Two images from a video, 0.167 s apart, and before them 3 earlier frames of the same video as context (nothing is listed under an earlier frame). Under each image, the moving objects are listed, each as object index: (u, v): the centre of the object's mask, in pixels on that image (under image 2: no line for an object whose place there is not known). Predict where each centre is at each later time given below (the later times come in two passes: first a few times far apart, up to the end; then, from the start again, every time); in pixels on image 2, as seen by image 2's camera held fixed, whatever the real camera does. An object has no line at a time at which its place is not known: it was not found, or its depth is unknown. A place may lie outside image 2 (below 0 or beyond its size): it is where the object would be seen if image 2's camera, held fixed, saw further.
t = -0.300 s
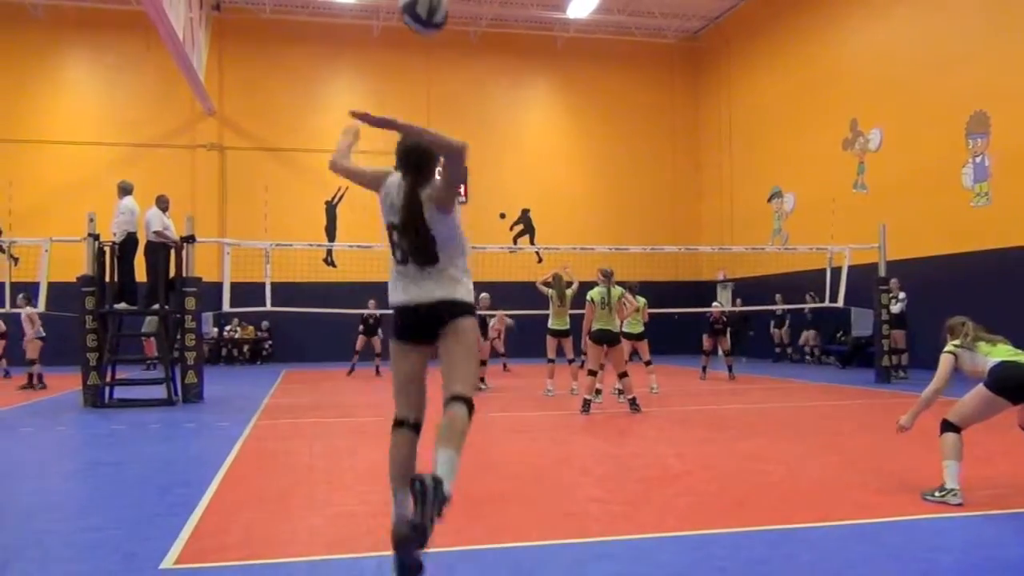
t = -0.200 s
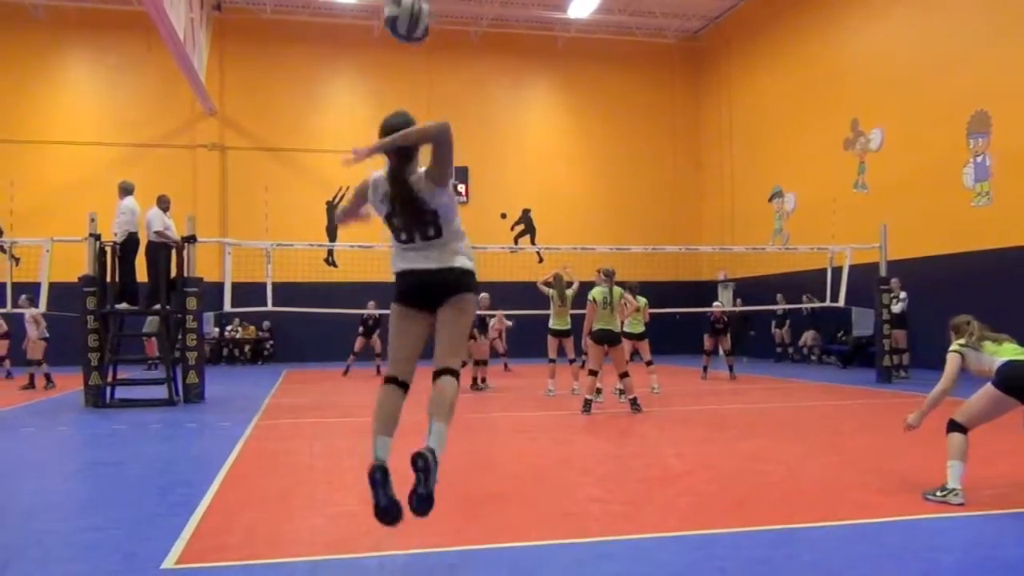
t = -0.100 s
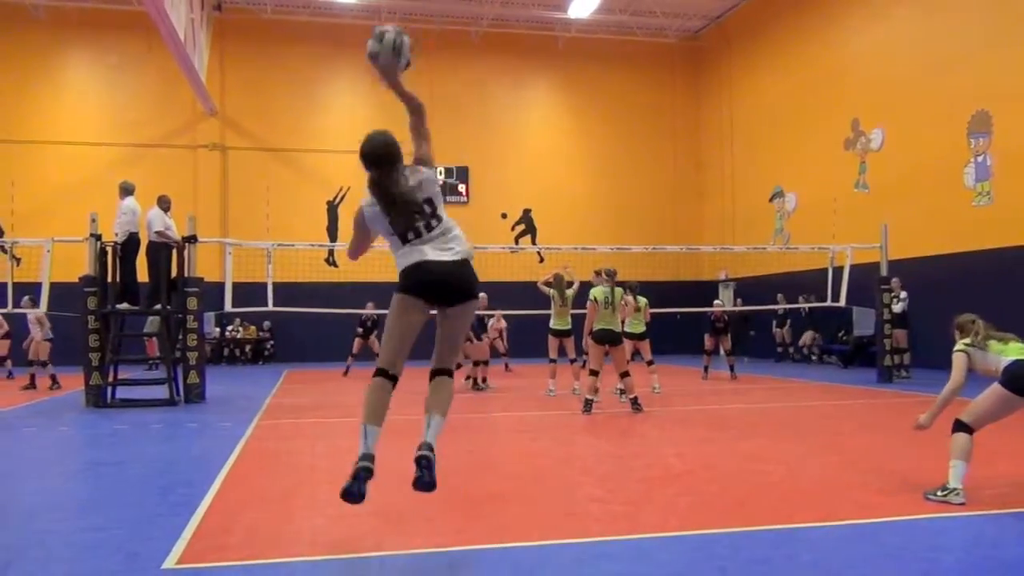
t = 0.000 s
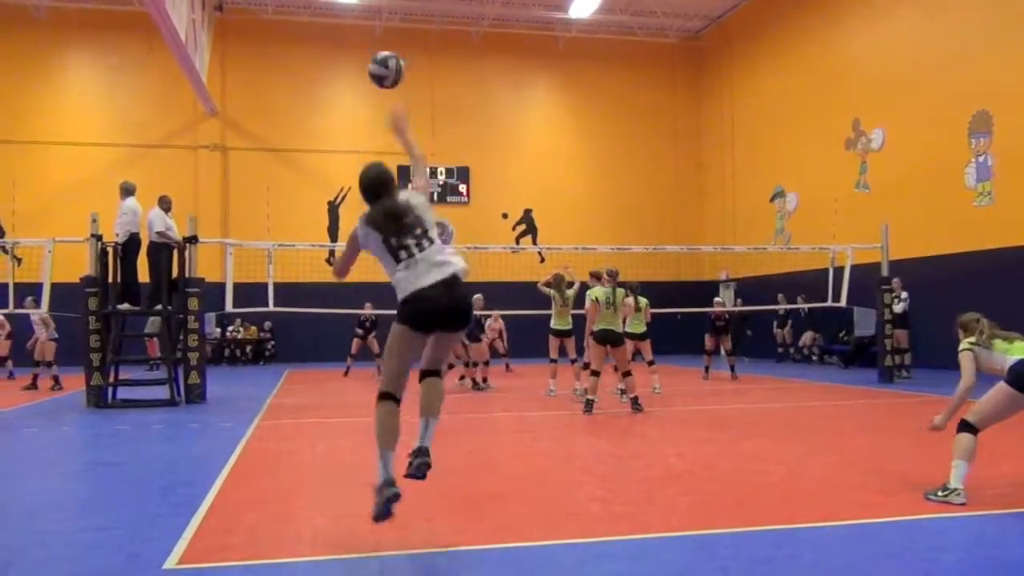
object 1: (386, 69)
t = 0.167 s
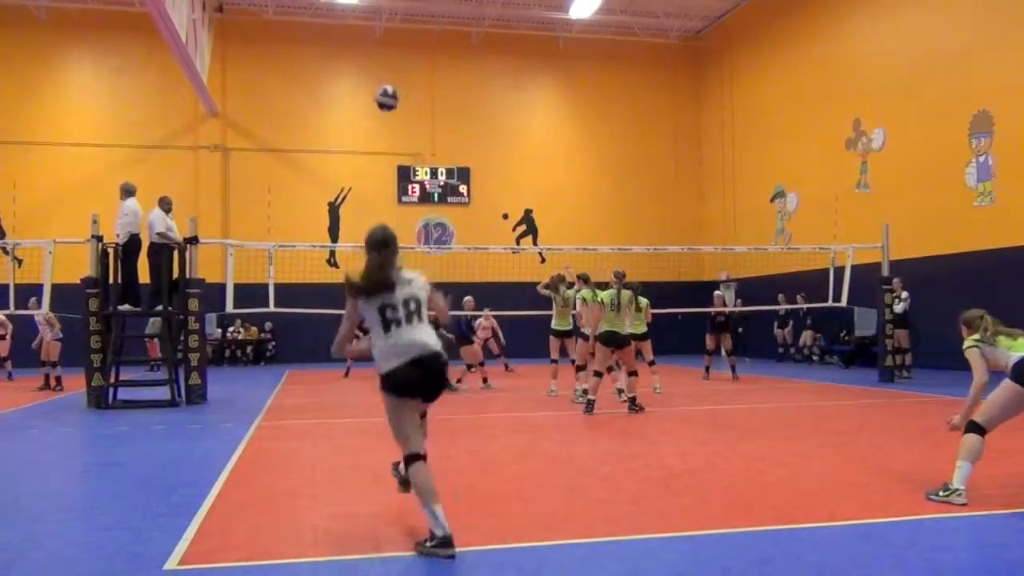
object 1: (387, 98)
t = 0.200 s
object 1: (386, 104)
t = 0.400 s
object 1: (386, 146)
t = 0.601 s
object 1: (383, 193)
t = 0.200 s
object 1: (386, 104)
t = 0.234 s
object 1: (387, 111)
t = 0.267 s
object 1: (387, 118)
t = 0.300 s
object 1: (387, 125)
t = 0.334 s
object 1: (387, 132)
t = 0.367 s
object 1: (386, 138)
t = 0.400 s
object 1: (386, 146)
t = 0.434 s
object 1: (385, 153)
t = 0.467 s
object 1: (385, 161)
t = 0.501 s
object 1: (385, 169)
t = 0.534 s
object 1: (384, 177)
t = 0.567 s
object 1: (384, 185)
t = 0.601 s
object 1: (383, 193)
